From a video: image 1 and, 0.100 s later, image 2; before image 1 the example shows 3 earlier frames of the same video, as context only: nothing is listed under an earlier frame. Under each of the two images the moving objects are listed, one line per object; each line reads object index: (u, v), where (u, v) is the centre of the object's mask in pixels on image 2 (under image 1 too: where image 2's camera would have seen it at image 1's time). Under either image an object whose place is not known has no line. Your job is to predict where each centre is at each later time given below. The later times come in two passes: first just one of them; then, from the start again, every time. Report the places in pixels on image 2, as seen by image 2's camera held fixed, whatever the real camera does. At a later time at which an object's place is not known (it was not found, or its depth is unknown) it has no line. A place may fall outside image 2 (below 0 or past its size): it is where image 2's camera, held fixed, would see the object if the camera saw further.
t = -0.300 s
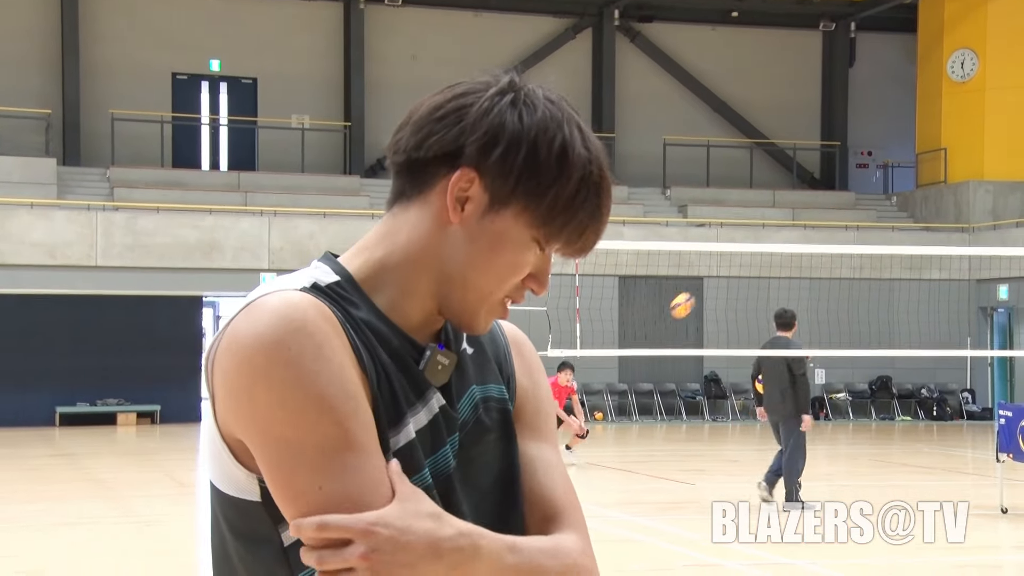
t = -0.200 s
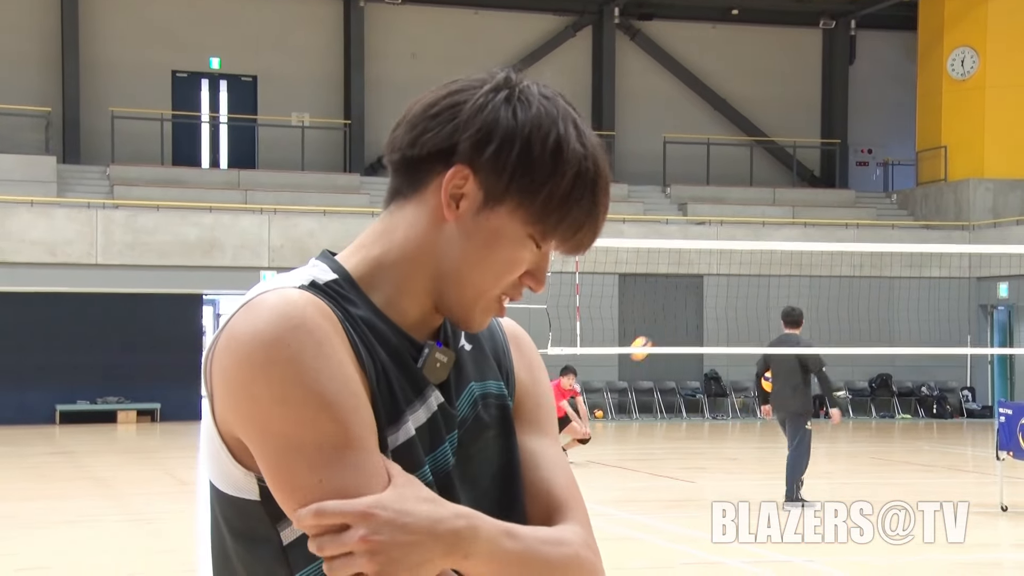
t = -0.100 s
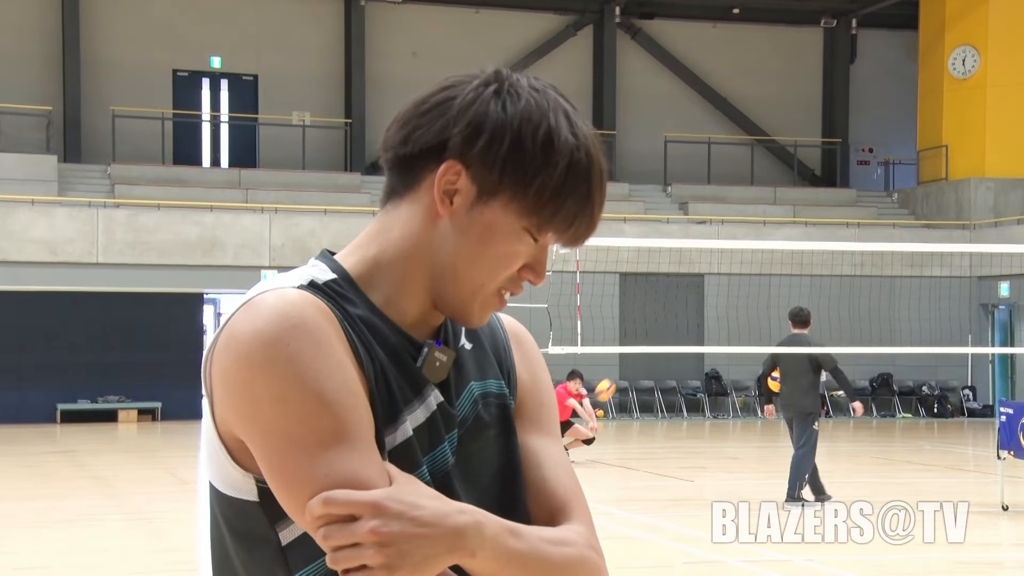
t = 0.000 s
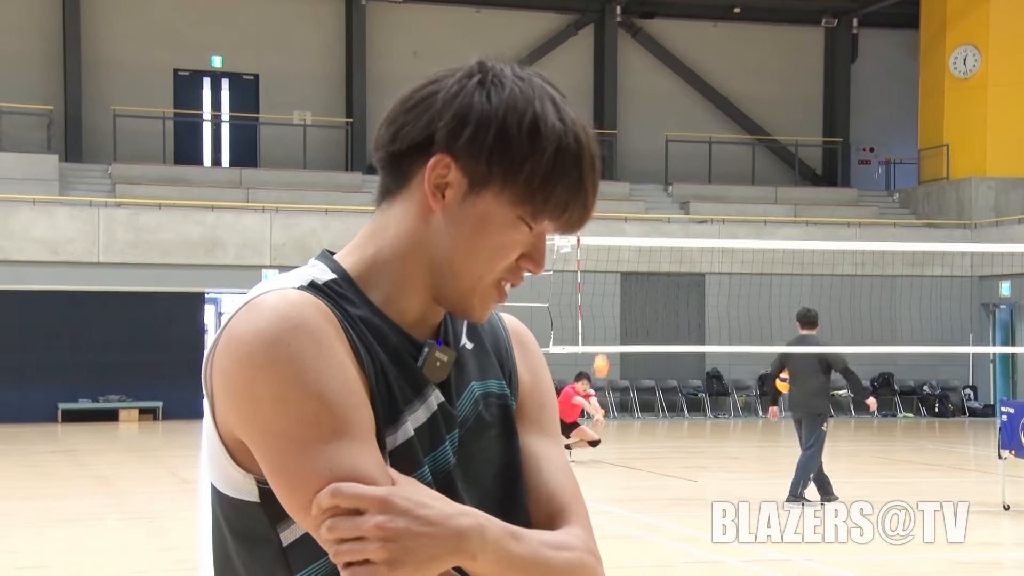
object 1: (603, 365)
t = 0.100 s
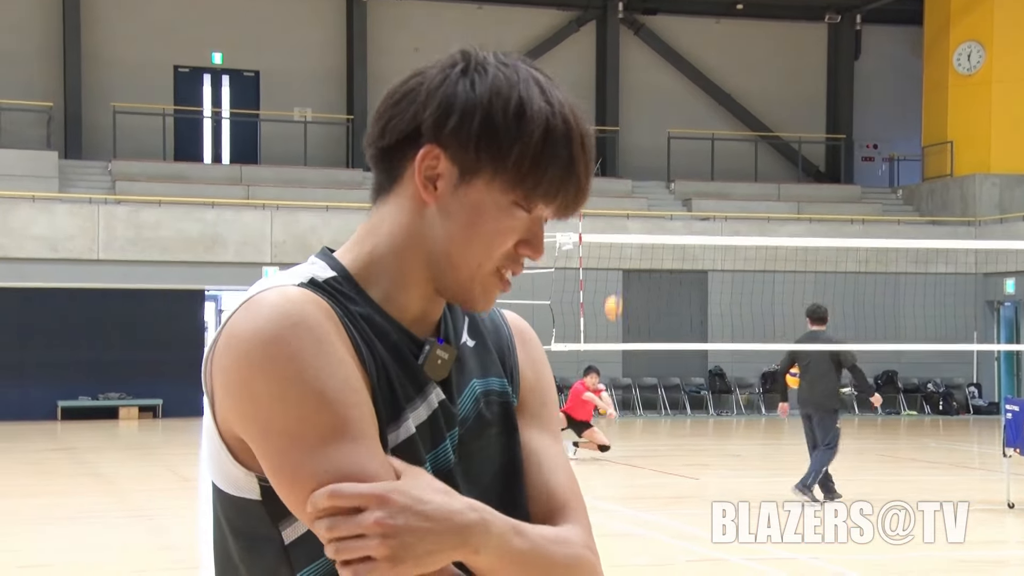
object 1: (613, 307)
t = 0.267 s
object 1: (631, 224)
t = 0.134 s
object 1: (617, 290)
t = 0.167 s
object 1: (621, 273)
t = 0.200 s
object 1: (624, 257)
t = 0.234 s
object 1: (627, 247)
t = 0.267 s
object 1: (631, 224)
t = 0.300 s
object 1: (635, 212)
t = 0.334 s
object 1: (639, 198)
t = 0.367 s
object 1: (642, 185)
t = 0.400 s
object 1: (646, 174)
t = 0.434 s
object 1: (650, 163)
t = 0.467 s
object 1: (654, 153)
